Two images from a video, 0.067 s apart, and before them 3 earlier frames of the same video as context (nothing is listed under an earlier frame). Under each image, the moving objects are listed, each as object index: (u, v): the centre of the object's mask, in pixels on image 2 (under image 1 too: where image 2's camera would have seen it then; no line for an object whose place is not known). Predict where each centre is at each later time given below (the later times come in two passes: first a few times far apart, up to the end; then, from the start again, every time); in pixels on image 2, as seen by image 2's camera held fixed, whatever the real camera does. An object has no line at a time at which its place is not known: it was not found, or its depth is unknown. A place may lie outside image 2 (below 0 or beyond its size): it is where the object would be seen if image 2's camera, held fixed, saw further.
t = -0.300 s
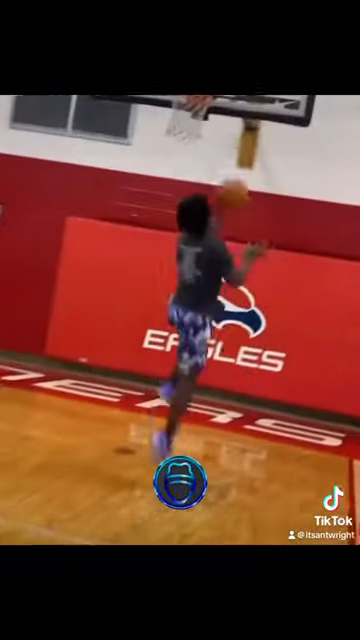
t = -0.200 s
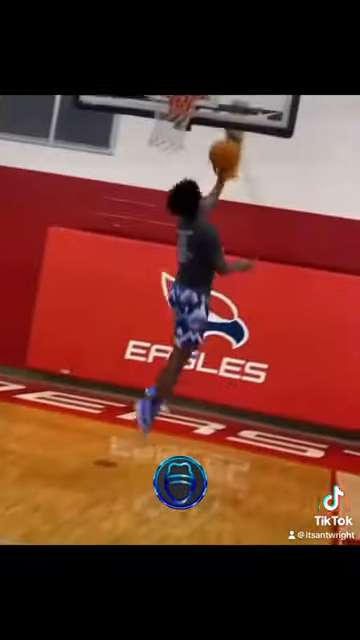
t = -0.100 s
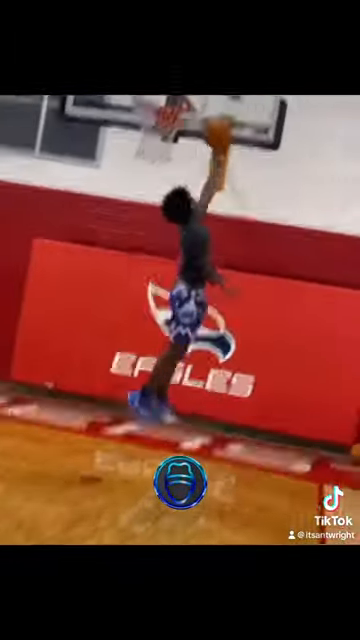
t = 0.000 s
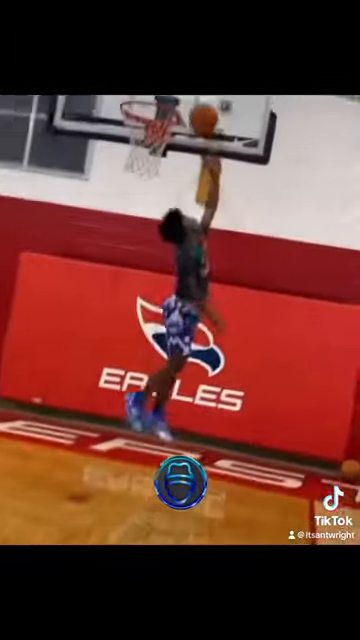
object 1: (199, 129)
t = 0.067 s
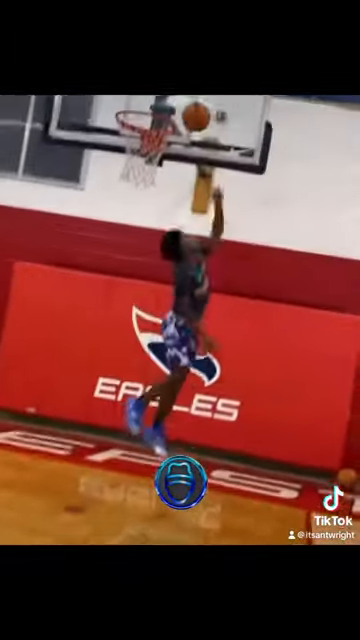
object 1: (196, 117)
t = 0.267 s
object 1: (171, 93)
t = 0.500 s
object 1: (141, 122)
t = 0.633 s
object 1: (154, 154)
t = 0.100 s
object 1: (193, 112)
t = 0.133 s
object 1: (189, 105)
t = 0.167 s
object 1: (185, 101)
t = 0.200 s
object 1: (181, 97)
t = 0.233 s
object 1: (176, 94)
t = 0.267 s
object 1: (171, 93)
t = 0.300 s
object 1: (165, 92)
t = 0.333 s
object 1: (159, 94)
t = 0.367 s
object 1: (153, 98)
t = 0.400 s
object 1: (147, 101)
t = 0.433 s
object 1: (140, 108)
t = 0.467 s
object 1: (138, 111)
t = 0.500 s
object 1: (141, 122)
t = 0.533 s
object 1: (150, 135)
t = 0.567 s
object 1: (151, 140)
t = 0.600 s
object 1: (152, 146)
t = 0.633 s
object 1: (154, 154)
